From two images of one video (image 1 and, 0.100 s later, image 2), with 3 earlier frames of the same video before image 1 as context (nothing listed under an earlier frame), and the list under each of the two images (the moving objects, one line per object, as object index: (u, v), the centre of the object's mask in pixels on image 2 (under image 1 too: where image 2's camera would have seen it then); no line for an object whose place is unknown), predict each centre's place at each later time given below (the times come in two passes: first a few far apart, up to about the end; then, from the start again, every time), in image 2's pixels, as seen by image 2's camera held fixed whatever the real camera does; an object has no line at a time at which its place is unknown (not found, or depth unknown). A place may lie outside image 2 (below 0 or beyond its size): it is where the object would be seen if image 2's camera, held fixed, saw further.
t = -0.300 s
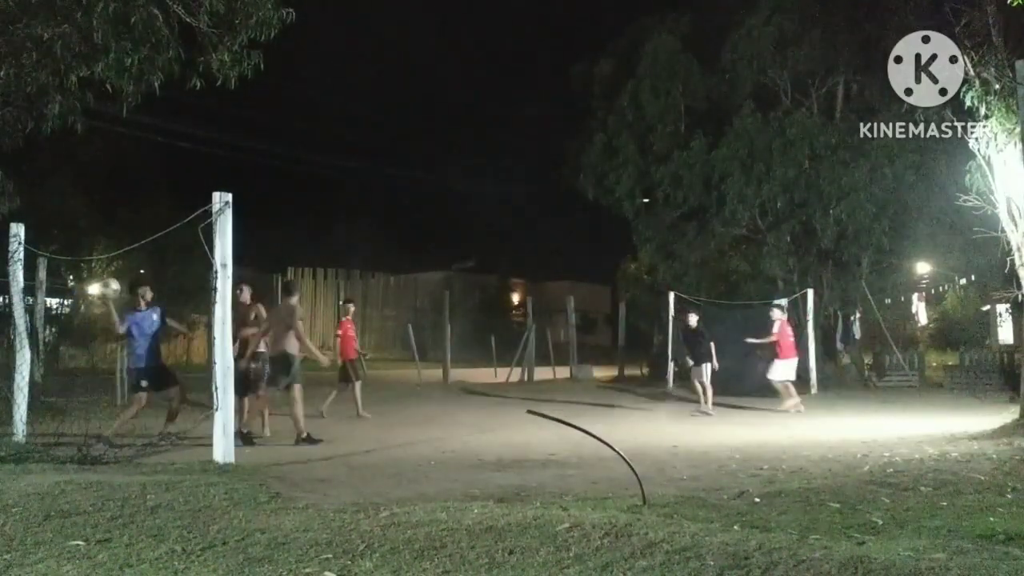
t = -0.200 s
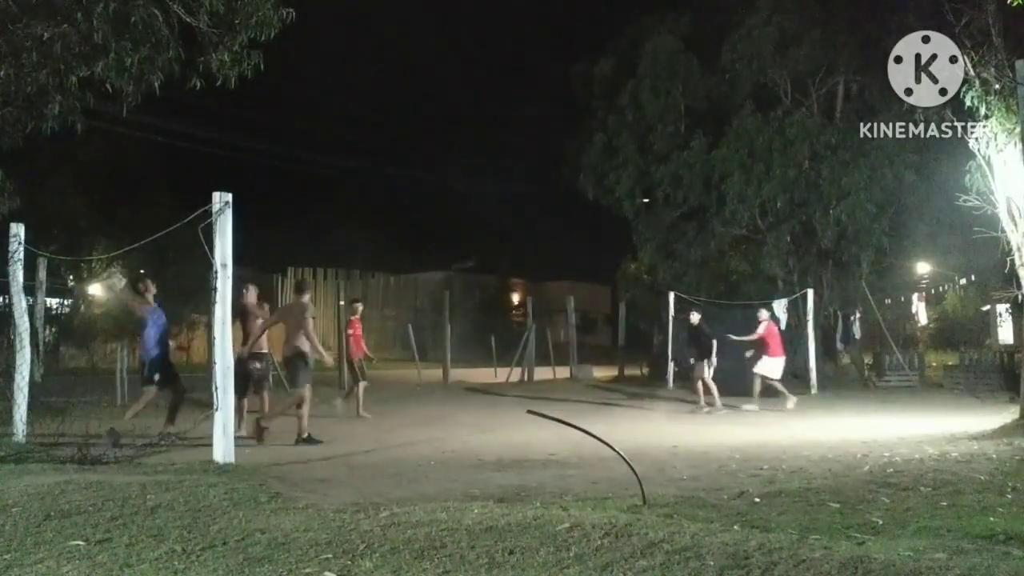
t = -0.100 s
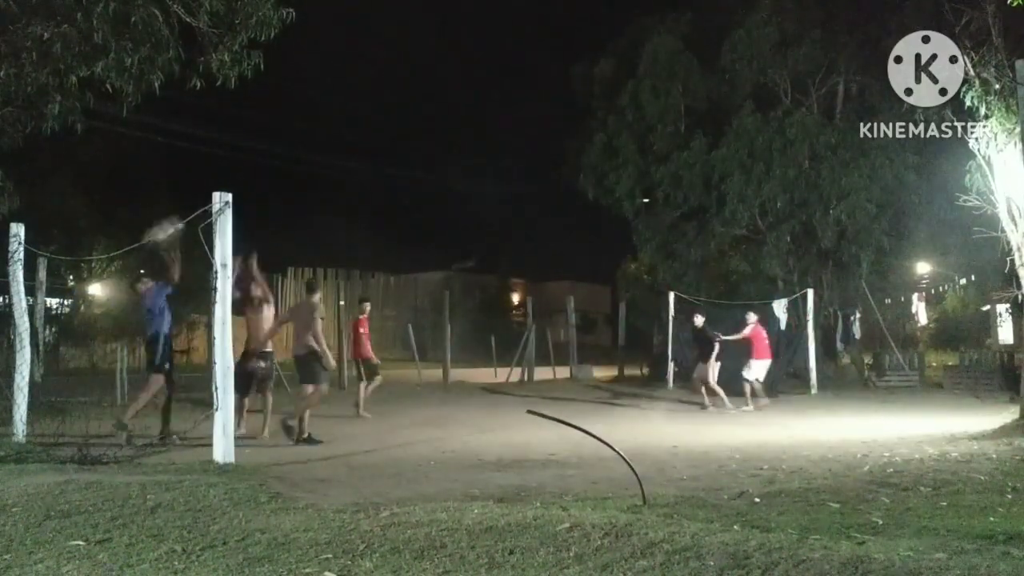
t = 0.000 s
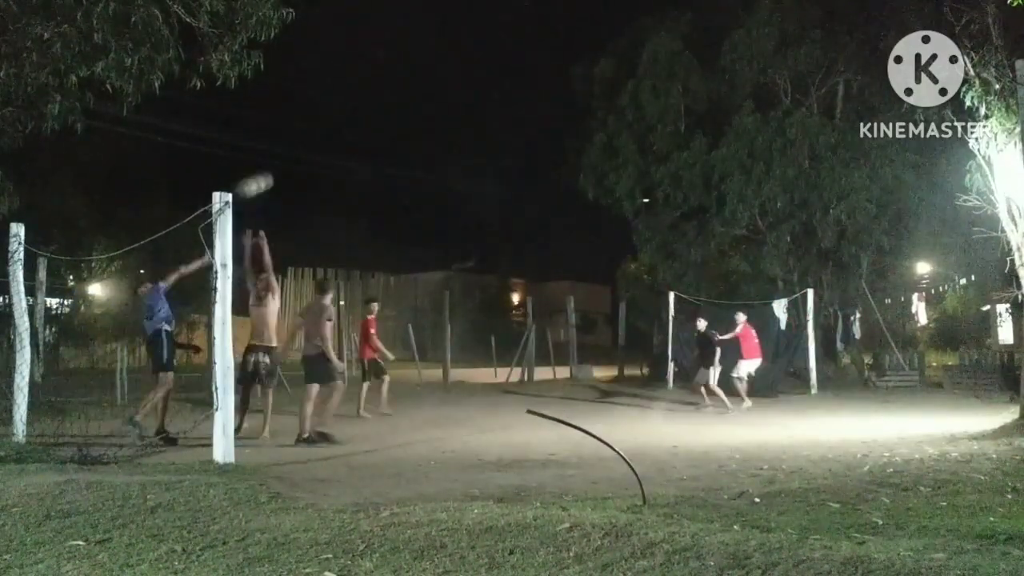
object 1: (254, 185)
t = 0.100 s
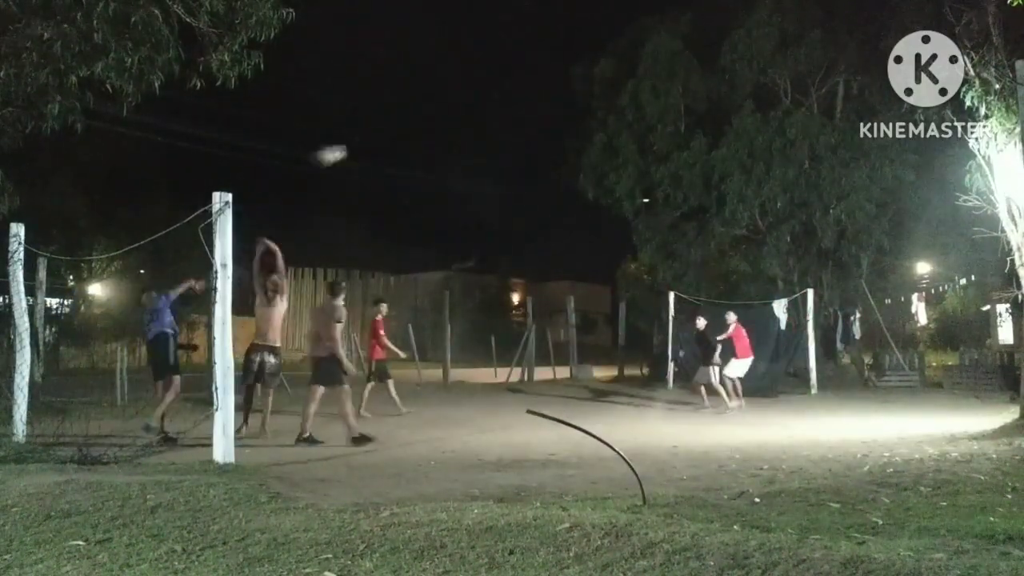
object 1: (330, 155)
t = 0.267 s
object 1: (430, 128)
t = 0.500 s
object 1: (537, 127)
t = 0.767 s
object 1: (627, 160)
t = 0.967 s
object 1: (679, 203)
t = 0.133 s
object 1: (354, 147)
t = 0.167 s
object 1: (373, 142)
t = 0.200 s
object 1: (394, 136)
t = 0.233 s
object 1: (413, 132)
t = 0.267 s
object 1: (430, 128)
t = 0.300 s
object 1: (449, 126)
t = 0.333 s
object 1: (466, 124)
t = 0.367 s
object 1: (481, 124)
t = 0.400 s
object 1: (496, 123)
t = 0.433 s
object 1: (511, 124)
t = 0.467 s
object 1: (524, 125)
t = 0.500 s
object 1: (537, 127)
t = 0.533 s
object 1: (551, 129)
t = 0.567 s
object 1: (562, 132)
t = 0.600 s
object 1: (574, 136)
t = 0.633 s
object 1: (586, 140)
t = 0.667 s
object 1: (596, 144)
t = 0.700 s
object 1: (608, 149)
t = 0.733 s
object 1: (618, 154)
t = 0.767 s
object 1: (627, 160)
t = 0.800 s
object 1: (637, 167)
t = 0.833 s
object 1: (646, 173)
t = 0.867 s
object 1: (654, 179)
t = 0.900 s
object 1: (663, 188)
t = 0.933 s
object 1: (671, 195)
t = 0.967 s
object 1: (679, 203)
